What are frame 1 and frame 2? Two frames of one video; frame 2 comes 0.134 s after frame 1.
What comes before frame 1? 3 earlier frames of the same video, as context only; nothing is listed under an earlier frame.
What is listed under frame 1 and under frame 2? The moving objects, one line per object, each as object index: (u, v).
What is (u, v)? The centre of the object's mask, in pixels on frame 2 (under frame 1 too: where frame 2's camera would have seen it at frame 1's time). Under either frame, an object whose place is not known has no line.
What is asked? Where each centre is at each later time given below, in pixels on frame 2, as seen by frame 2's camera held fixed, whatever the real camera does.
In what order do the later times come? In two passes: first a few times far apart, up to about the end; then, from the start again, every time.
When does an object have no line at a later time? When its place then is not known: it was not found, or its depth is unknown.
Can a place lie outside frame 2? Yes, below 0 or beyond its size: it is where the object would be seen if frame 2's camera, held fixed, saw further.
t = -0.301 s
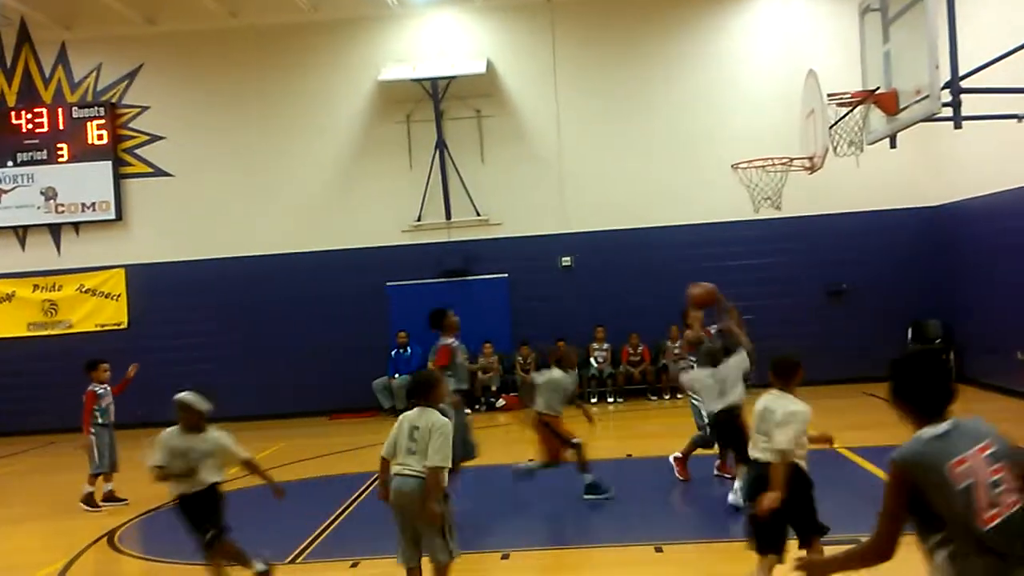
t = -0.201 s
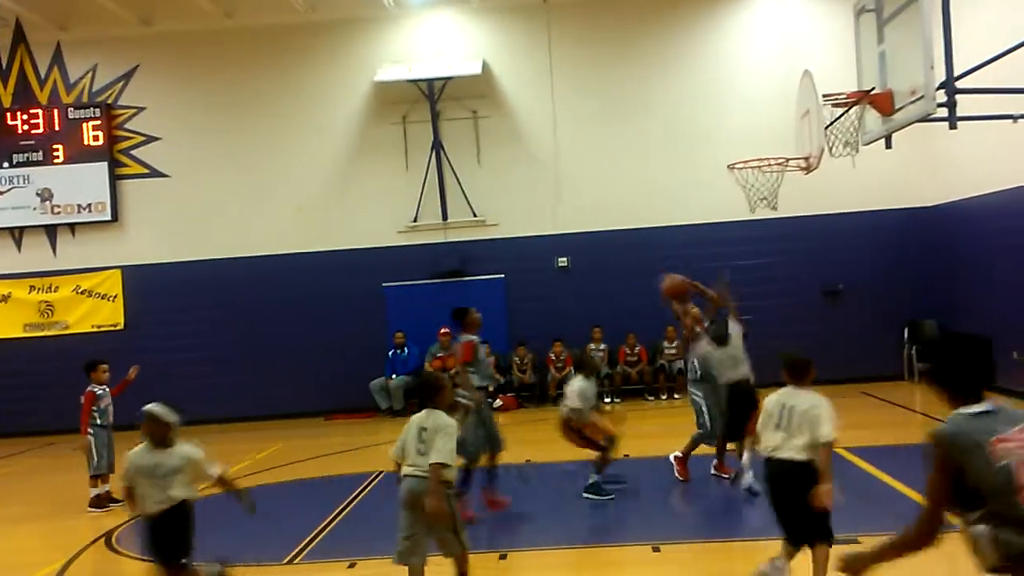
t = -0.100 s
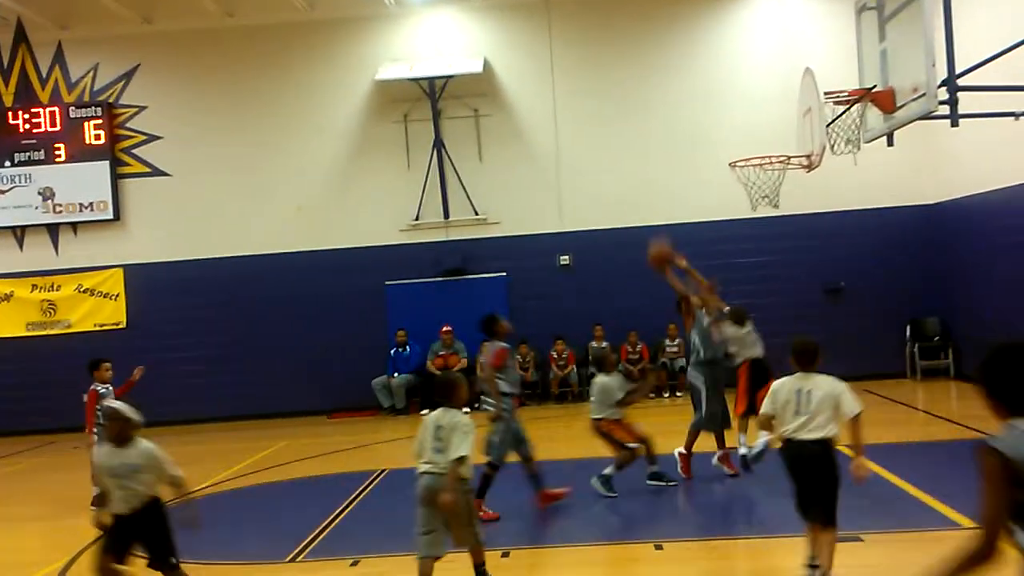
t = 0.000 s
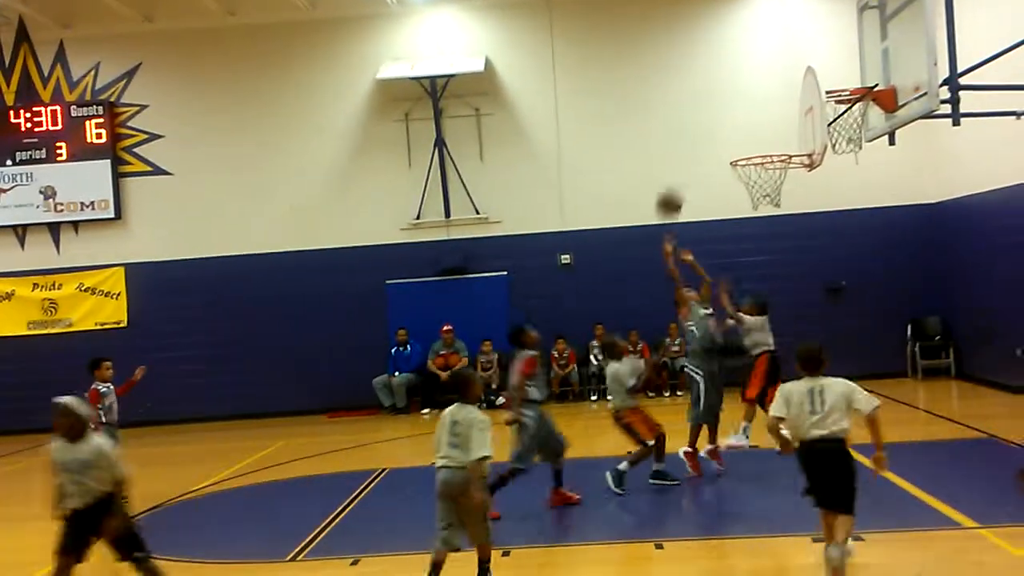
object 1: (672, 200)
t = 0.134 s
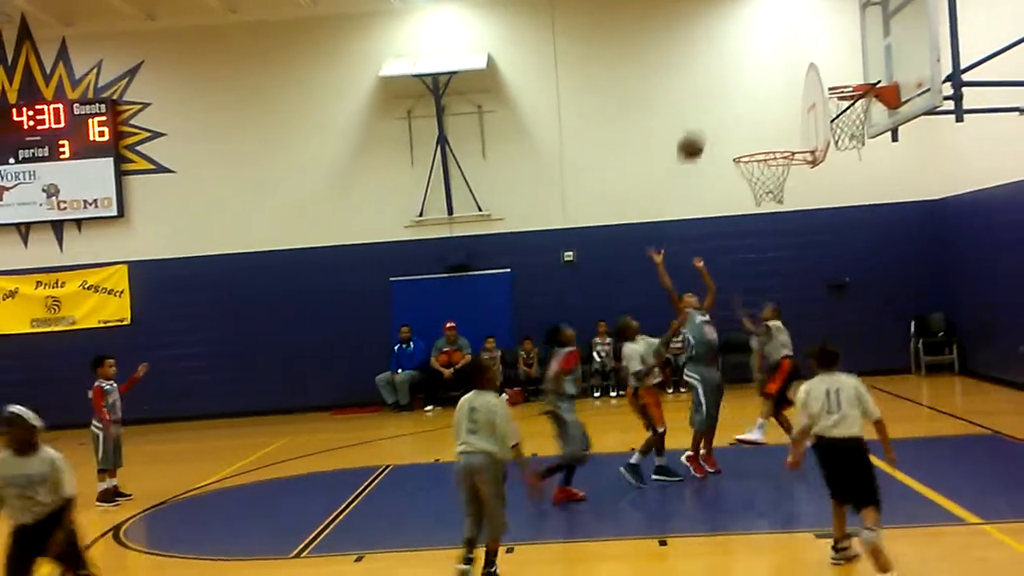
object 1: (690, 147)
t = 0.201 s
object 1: (700, 128)
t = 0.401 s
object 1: (733, 101)
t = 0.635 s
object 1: (774, 128)
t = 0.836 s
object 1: (779, 121)
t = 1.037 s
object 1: (776, 132)
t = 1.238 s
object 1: (757, 165)
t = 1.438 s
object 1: (750, 184)
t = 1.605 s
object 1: (766, 199)
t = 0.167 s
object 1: (695, 136)
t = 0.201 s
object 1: (700, 128)
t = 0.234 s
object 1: (706, 120)
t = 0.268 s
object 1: (711, 114)
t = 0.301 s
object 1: (716, 109)
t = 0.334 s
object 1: (722, 105)
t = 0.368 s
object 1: (727, 102)
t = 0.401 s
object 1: (733, 101)
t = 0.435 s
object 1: (738, 101)
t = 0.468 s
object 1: (744, 102)
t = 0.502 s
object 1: (750, 104)
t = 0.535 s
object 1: (756, 108)
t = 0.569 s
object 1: (761, 114)
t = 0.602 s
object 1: (768, 120)
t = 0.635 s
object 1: (774, 128)
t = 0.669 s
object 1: (780, 137)
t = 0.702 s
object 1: (783, 138)
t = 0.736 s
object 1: (781, 132)
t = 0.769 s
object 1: (781, 127)
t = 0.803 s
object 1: (780, 123)
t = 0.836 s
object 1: (779, 121)
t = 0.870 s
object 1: (779, 119)
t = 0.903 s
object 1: (778, 119)
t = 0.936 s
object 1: (777, 120)
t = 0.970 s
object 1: (777, 123)
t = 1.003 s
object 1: (777, 127)
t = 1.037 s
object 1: (776, 132)
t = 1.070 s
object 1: (776, 138)
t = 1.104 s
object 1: (775, 143)
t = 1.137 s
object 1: (770, 148)
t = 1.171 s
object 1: (765, 152)
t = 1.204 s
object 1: (761, 158)
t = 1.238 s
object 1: (757, 165)
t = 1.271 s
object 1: (754, 173)
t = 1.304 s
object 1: (749, 180)
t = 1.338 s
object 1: (747, 182)
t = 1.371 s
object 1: (747, 182)
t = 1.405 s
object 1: (748, 182)
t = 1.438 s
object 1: (750, 184)
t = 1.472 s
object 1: (752, 185)
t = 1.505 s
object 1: (754, 188)
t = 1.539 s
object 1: (757, 191)
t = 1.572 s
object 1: (761, 194)
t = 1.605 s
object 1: (766, 199)
